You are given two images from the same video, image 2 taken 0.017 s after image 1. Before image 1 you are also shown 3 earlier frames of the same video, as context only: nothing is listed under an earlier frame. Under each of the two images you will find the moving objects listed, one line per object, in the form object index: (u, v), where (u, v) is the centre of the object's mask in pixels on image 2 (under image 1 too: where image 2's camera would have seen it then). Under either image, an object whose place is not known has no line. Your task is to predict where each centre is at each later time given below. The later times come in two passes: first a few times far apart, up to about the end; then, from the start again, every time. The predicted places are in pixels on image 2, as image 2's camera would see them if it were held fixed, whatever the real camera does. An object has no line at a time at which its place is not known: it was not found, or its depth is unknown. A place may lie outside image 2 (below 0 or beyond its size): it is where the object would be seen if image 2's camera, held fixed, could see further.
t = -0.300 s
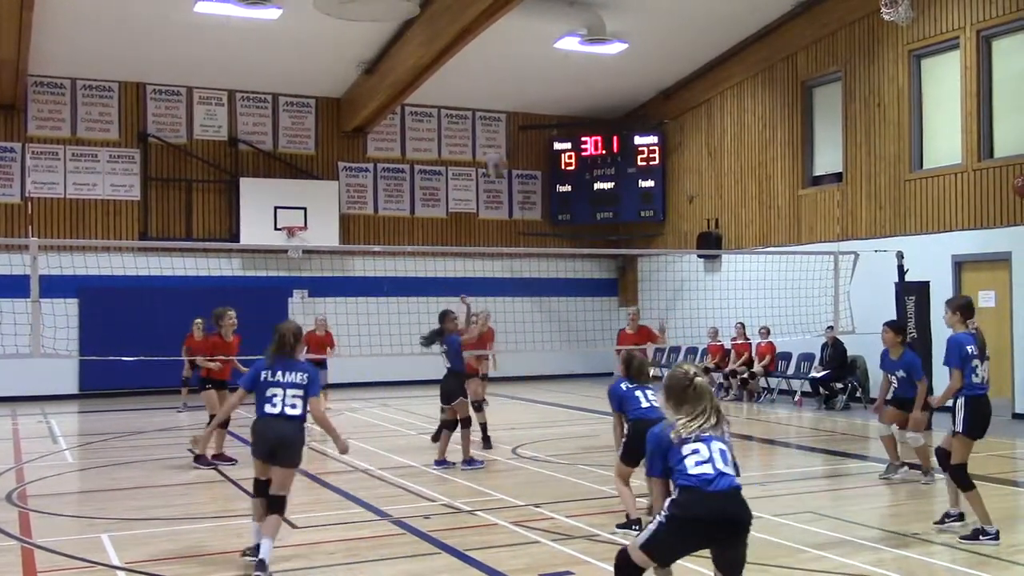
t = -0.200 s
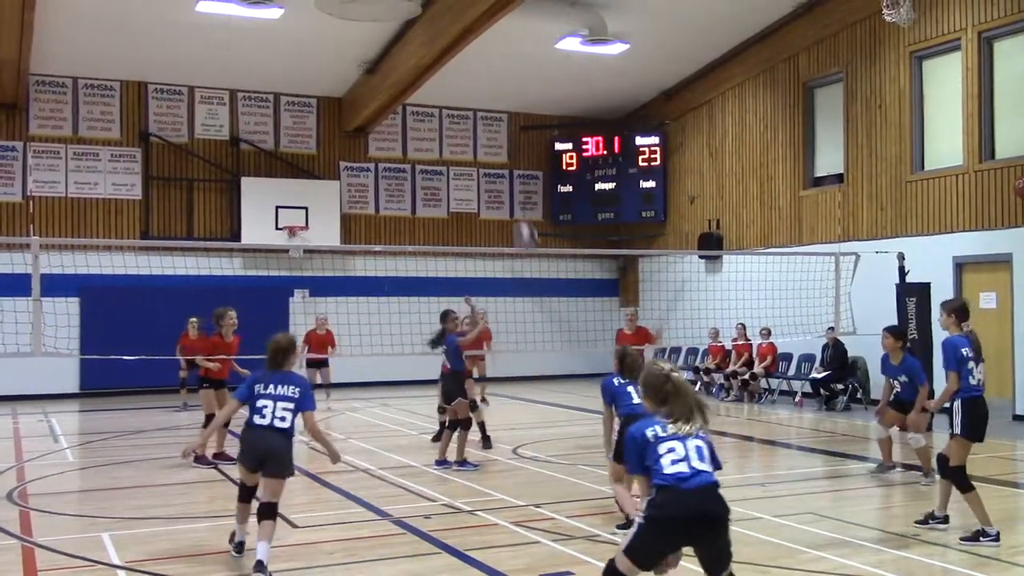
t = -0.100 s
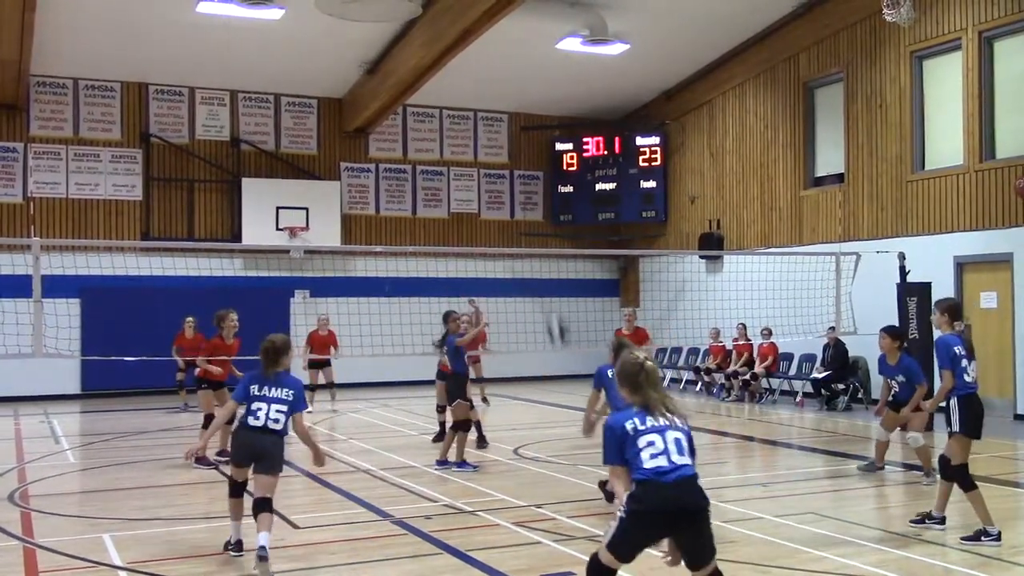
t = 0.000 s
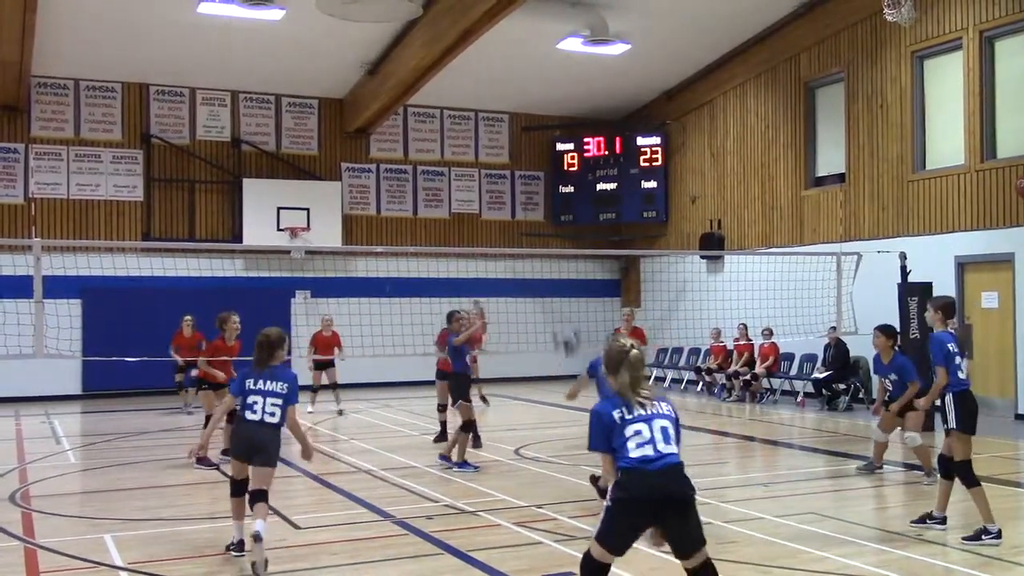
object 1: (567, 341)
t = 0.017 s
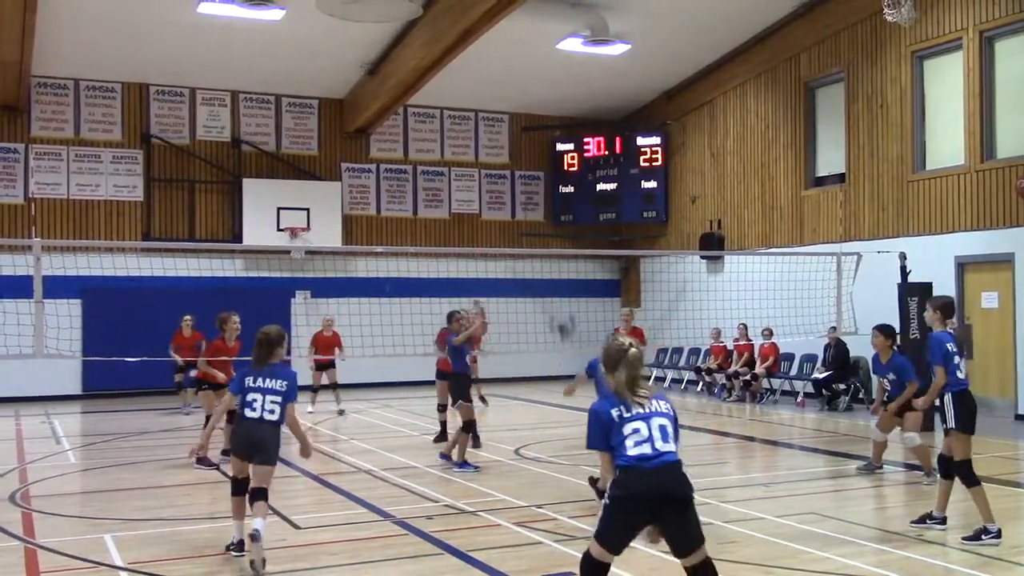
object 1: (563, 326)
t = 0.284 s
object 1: (505, 133)
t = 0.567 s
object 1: (459, 48)
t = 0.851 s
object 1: (423, 51)
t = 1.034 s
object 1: (406, 87)
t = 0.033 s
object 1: (559, 306)
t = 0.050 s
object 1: (554, 292)
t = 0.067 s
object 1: (549, 282)
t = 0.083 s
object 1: (548, 264)
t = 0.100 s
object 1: (542, 249)
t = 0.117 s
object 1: (539, 235)
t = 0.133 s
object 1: (536, 225)
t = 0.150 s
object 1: (531, 215)
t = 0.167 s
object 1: (529, 201)
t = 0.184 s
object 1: (525, 191)
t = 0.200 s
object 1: (520, 180)
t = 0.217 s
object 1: (518, 170)
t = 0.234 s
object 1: (515, 159)
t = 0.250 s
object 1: (512, 149)
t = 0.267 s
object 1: (508, 142)
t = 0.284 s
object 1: (505, 133)
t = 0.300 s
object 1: (501, 124)
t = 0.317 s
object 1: (498, 116)
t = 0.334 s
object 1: (497, 110)
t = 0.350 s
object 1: (494, 103)
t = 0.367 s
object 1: (490, 98)
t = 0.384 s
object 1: (488, 91)
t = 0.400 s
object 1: (485, 85)
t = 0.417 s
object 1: (482, 80)
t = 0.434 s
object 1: (479, 76)
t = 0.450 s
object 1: (476, 72)
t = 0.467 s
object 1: (474, 67)
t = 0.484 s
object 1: (471, 63)
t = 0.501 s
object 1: (469, 60)
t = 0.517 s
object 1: (466, 57)
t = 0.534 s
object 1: (464, 53)
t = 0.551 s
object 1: (461, 51)
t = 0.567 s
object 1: (459, 48)
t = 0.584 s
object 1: (456, 47)
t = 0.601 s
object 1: (454, 45)
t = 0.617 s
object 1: (451, 43)
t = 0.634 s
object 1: (450, 42)
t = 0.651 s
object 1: (447, 41)
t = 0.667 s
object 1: (445, 41)
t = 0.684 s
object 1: (443, 41)
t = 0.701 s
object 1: (440, 41)
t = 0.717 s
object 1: (438, 42)
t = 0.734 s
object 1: (437, 42)
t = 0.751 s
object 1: (435, 43)
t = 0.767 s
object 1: (433, 43)
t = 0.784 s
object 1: (431, 45)
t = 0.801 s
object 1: (429, 47)
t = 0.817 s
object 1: (427, 47)
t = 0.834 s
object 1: (425, 49)
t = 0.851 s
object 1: (423, 51)
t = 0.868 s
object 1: (422, 53)
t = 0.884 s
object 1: (420, 56)
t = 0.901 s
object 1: (419, 58)
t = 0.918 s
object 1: (417, 60)
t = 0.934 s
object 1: (415, 63)
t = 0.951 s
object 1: (414, 66)
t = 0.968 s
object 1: (412, 71)
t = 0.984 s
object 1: (410, 74)
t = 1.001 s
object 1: (409, 78)
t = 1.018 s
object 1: (407, 83)
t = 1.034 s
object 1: (406, 87)
